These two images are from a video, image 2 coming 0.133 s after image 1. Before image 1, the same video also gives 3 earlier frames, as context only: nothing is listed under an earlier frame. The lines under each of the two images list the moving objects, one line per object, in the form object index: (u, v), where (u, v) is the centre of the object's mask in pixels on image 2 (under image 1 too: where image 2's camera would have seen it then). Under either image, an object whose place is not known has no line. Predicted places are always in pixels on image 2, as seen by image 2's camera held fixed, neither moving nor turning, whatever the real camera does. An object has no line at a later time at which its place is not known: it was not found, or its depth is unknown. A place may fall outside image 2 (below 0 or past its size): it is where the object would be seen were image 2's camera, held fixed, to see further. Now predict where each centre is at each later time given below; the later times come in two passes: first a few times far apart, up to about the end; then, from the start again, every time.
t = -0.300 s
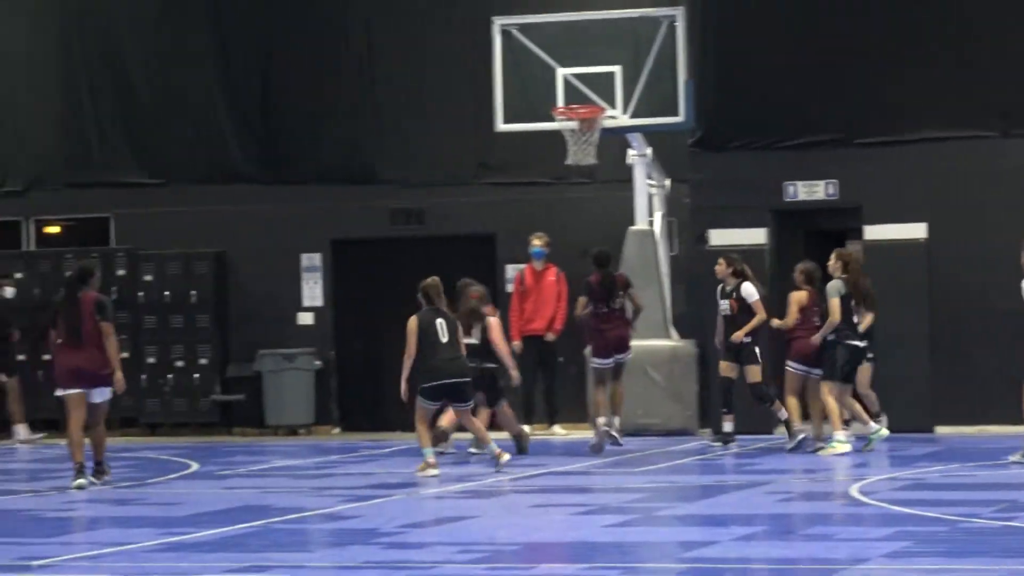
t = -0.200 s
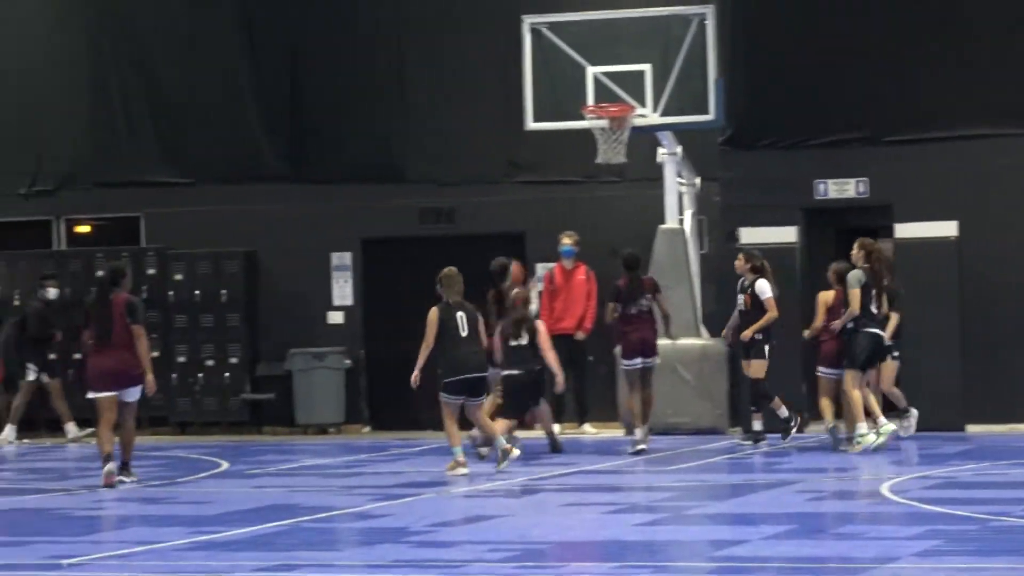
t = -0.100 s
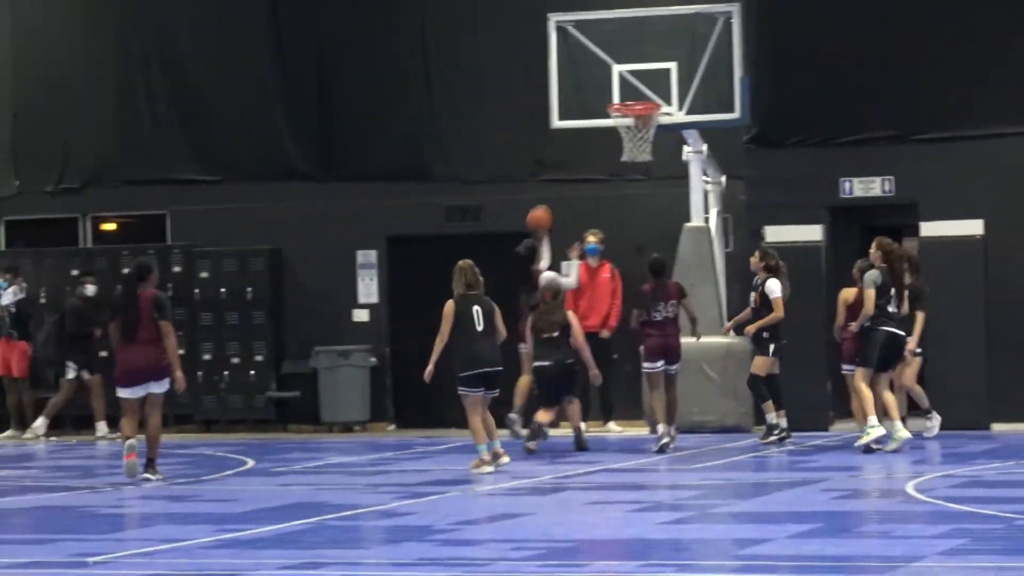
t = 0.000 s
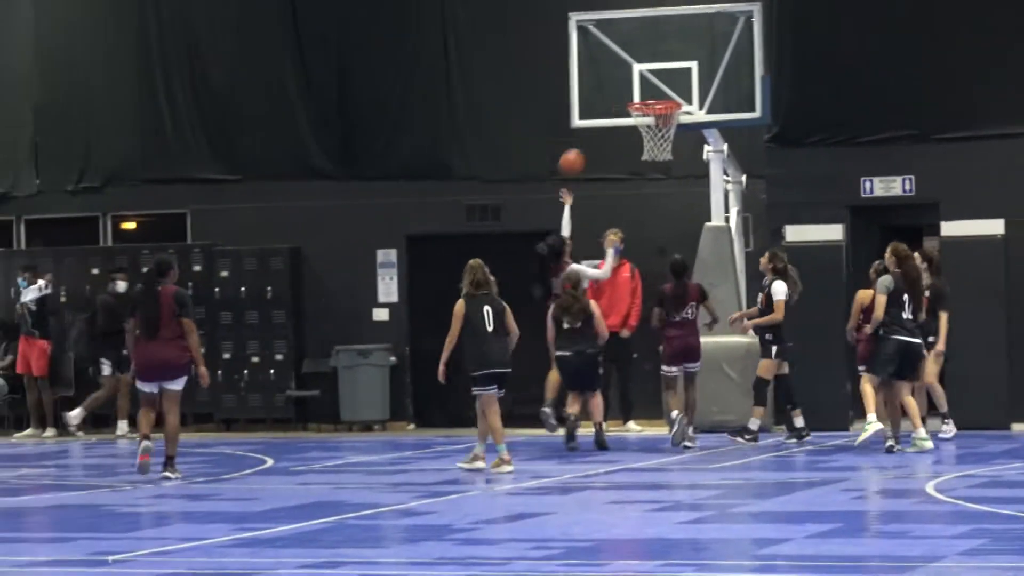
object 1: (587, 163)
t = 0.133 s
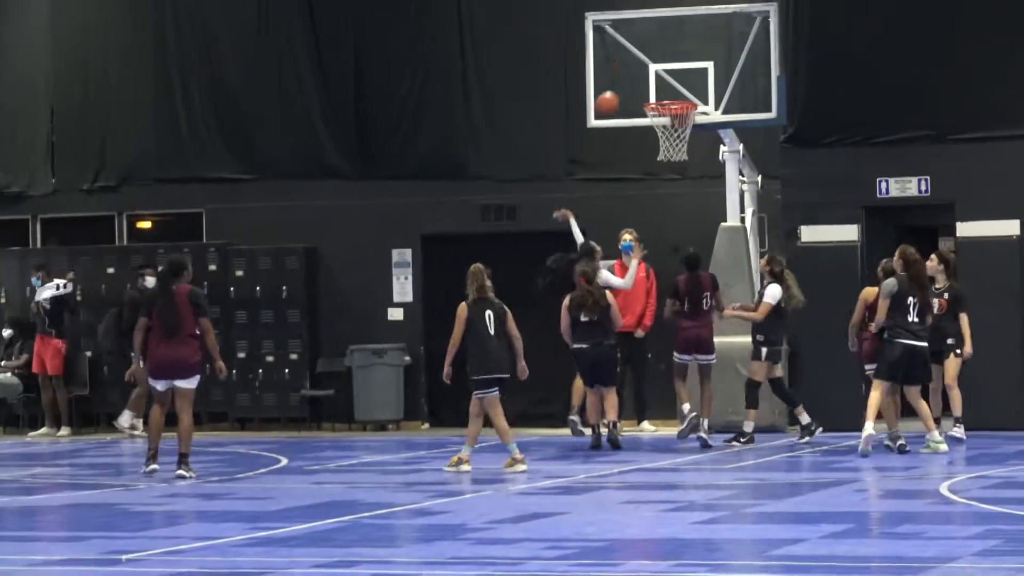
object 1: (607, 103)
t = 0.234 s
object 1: (622, 73)
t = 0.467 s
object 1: (657, 43)
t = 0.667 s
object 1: (686, 61)
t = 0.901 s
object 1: (672, 87)
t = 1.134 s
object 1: (626, 103)
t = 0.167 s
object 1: (612, 91)
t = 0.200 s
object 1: (617, 82)
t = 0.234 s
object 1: (622, 73)
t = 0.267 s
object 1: (626, 65)
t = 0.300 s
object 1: (631, 58)
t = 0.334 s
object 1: (637, 53)
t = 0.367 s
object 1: (642, 49)
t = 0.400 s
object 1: (647, 46)
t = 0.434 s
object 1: (652, 43)
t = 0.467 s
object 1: (657, 43)
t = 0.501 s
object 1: (662, 43)
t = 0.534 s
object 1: (667, 45)
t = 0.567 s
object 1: (672, 48)
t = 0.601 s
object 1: (677, 51)
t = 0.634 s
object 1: (682, 56)
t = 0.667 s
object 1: (686, 61)
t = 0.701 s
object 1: (686, 67)
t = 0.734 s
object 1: (687, 73)
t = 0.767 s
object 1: (688, 81)
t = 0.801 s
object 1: (689, 89)
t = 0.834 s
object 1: (686, 90)
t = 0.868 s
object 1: (679, 88)
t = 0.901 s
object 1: (672, 87)
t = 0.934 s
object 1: (666, 88)
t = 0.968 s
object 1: (659, 87)
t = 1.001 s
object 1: (653, 88)
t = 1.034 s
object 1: (646, 90)
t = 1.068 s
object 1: (639, 93)
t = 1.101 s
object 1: (633, 98)
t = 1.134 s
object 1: (626, 103)
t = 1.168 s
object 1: (620, 112)
